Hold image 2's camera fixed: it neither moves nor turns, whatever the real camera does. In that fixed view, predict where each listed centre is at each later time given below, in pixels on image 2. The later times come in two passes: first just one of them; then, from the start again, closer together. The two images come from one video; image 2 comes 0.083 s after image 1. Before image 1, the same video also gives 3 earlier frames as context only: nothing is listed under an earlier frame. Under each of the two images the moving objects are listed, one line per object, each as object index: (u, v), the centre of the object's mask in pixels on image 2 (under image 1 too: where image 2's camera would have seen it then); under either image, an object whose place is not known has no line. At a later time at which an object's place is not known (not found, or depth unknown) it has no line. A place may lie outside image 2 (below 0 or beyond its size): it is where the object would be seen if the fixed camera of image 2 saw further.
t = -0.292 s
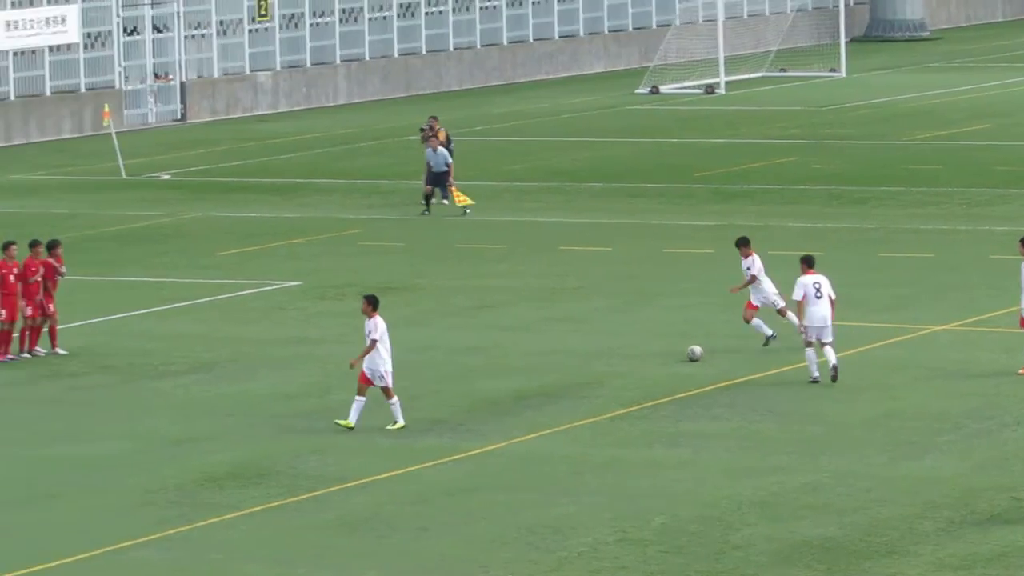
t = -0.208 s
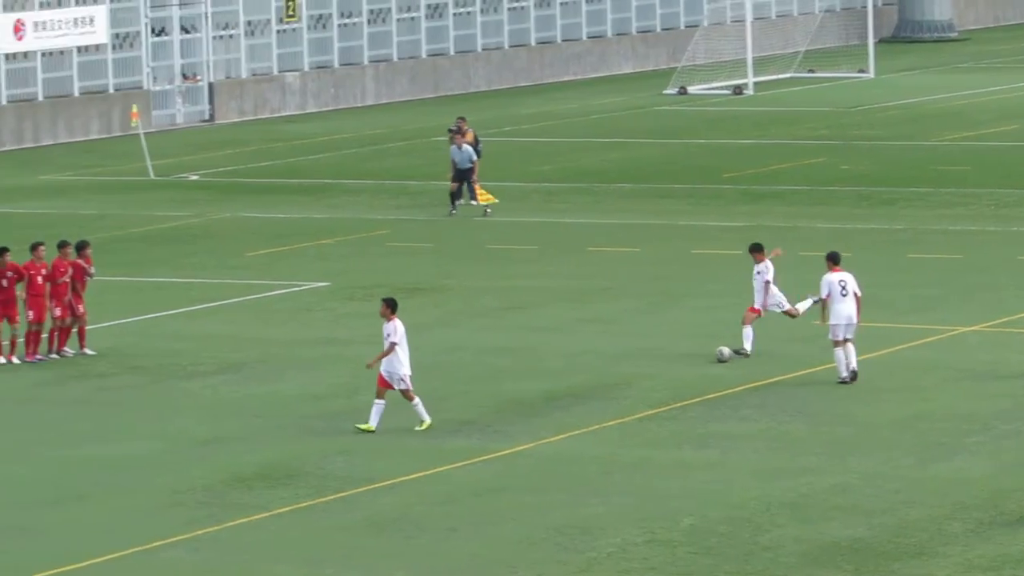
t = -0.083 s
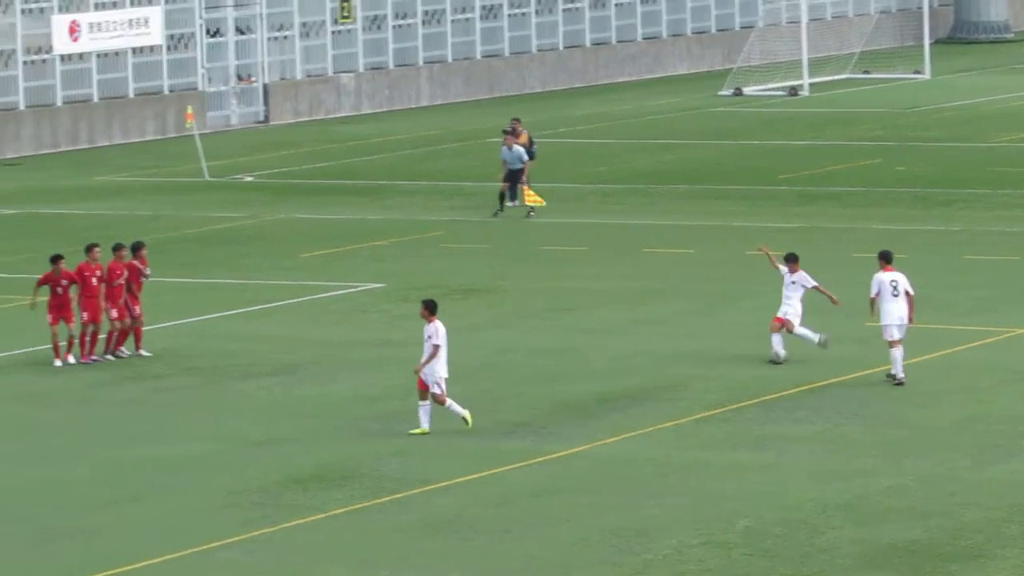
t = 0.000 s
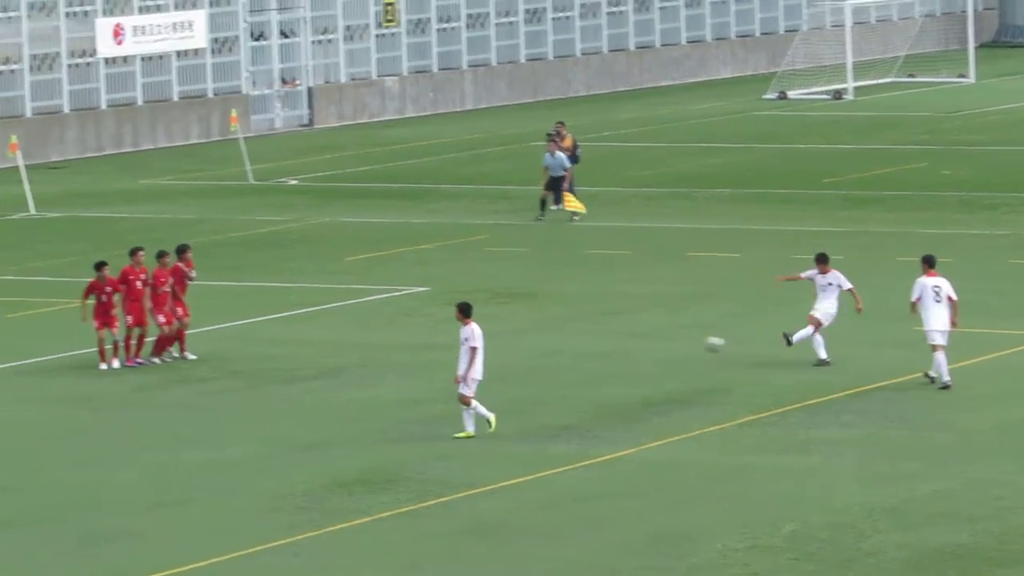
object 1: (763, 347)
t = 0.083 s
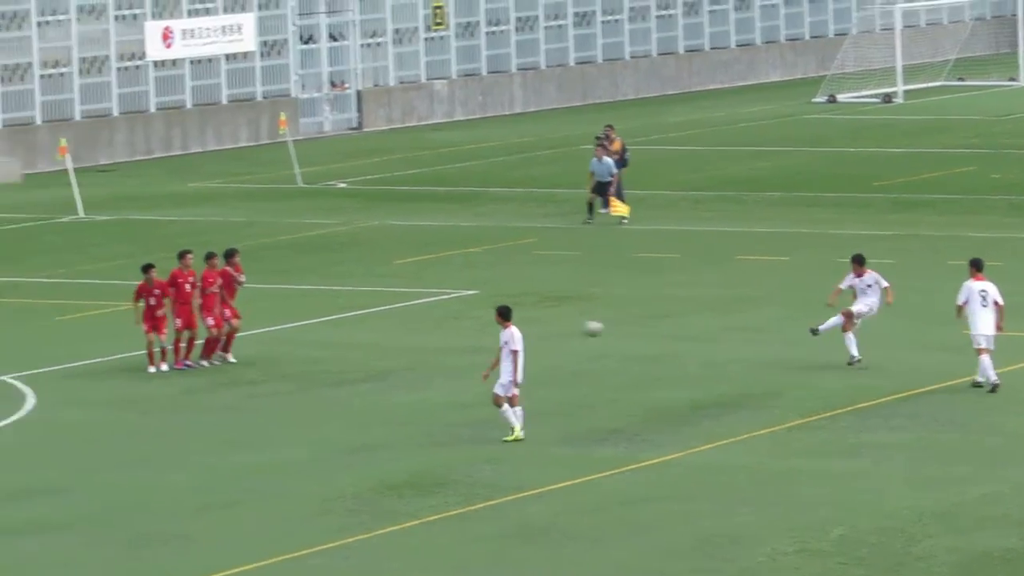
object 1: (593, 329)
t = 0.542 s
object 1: (-199, 352)
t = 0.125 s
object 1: (515, 319)
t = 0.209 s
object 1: (354, 312)
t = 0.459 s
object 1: (-63, 331)
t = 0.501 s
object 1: (-131, 341)
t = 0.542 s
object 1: (-199, 352)
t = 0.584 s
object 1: (-265, 365)
